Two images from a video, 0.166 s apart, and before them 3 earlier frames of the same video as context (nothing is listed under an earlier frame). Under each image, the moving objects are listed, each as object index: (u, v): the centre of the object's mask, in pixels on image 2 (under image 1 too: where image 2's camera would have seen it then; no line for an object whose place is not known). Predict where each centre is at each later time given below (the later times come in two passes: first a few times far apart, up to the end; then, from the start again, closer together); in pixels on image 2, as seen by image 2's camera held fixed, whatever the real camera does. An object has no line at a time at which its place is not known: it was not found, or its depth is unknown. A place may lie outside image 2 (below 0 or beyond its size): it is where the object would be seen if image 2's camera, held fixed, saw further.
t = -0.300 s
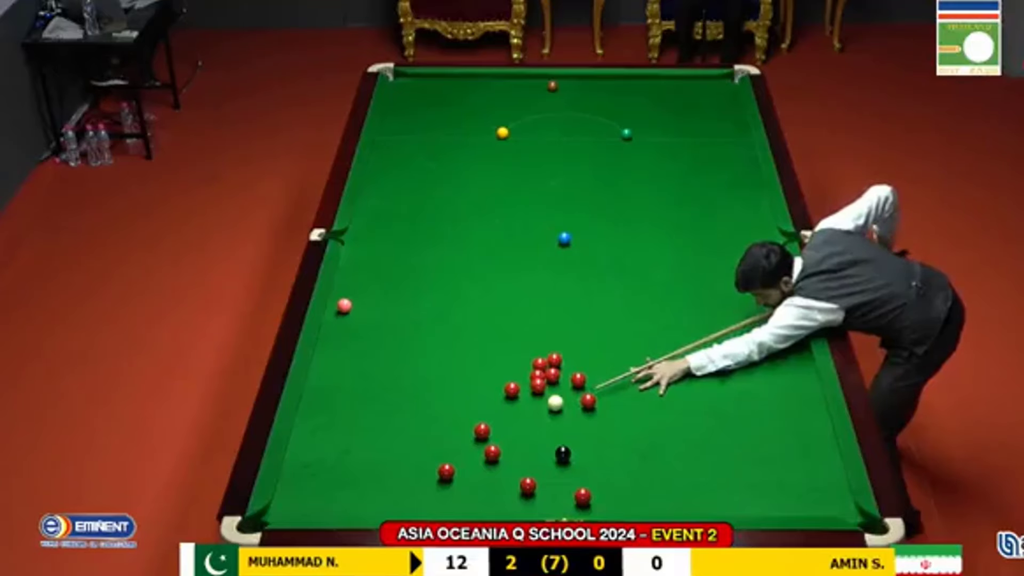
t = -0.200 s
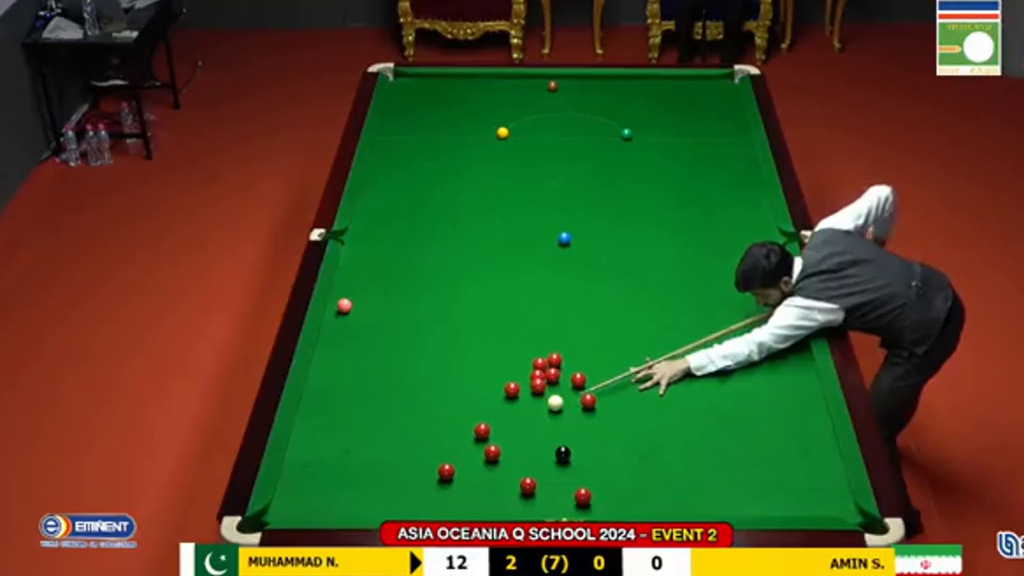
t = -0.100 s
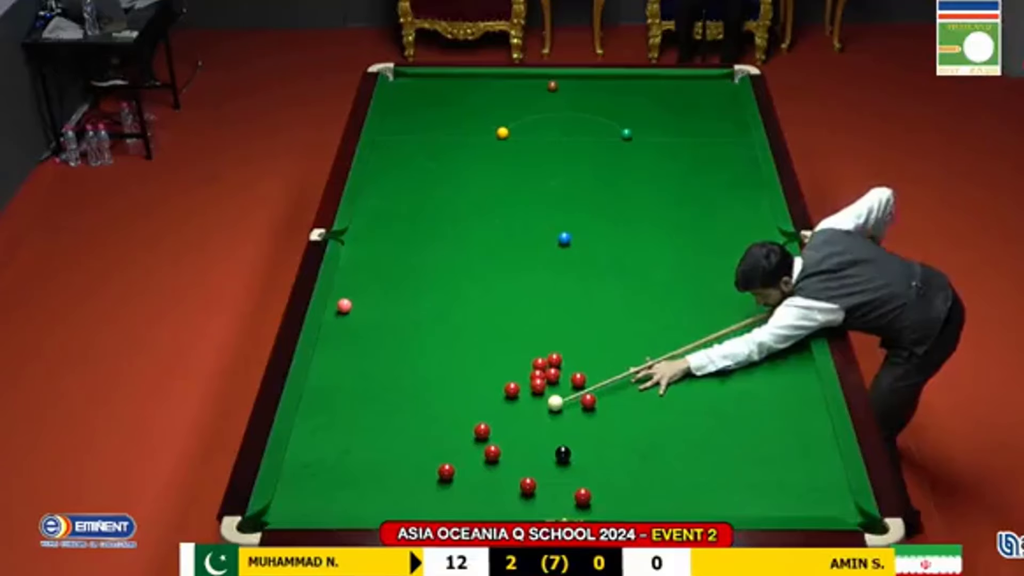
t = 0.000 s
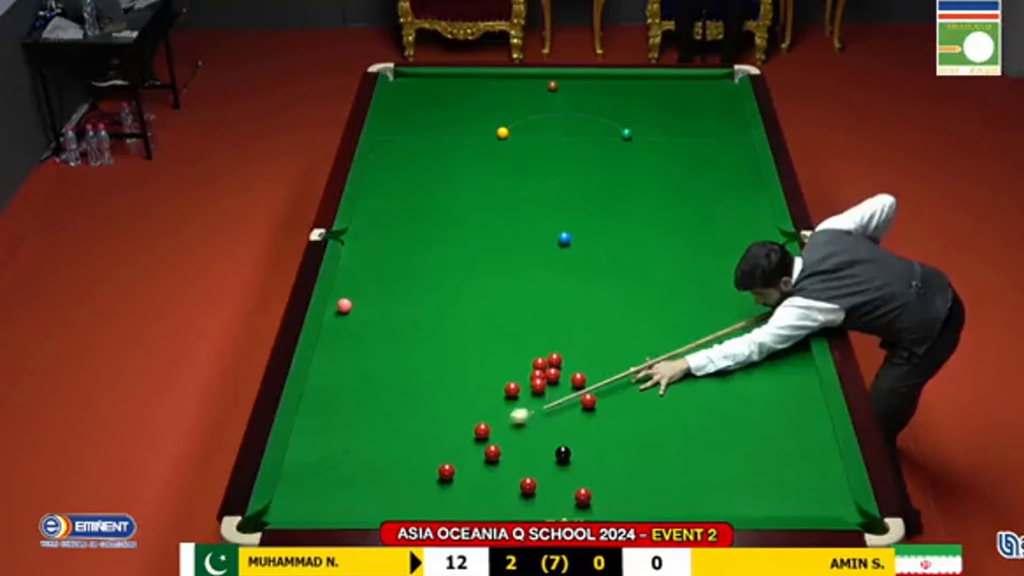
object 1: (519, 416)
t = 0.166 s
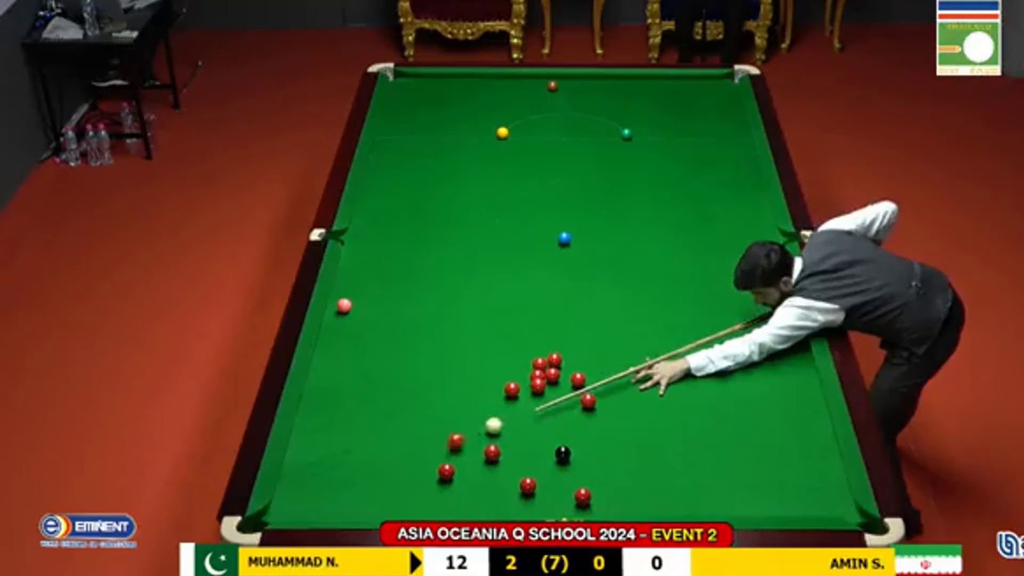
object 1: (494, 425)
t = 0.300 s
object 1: (491, 426)
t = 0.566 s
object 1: (488, 427)
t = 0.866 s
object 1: (486, 427)
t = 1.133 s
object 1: (485, 428)
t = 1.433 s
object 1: (485, 428)
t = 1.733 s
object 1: (485, 428)
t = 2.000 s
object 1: (485, 428)
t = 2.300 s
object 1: (485, 428)
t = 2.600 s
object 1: (485, 428)
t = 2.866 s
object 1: (485, 428)
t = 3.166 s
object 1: (485, 428)
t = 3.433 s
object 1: (485, 428)
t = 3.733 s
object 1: (485, 428)
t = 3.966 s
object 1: (484, 428)
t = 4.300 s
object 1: (485, 428)
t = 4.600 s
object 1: (485, 428)
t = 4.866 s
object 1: (485, 428)
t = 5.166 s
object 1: (485, 428)
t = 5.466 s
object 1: (485, 428)
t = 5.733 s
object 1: (485, 428)
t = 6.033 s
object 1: (485, 428)
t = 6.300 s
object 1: (485, 428)
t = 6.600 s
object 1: (485, 428)
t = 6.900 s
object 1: (485, 428)
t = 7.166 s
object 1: (485, 428)
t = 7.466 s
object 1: (485, 428)
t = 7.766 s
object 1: (485, 428)
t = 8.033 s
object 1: (485, 428)
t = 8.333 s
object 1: (485, 428)
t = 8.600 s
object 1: (485, 428)
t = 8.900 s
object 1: (485, 428)
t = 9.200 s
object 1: (485, 428)
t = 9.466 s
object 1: (485, 428)
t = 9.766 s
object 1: (485, 428)
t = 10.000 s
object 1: (485, 428)
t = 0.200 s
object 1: (493, 425)
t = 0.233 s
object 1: (492, 426)
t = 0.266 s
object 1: (492, 426)
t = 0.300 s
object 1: (491, 426)
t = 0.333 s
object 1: (490, 426)
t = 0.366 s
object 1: (490, 426)
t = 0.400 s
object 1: (490, 426)
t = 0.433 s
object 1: (489, 426)
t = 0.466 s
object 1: (489, 426)
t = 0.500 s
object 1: (488, 427)
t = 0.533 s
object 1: (488, 427)
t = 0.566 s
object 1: (488, 427)
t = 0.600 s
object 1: (487, 427)
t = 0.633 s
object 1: (487, 427)
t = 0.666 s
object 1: (487, 427)
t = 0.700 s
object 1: (486, 427)
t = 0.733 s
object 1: (486, 427)
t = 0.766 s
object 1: (486, 427)
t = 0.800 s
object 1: (486, 427)
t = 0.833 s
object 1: (486, 427)
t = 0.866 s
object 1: (486, 427)
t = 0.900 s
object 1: (486, 427)
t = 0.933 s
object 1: (486, 428)
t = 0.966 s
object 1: (485, 428)
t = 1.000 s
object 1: (485, 428)
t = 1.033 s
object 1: (485, 428)
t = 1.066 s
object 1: (485, 428)
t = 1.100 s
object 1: (485, 428)
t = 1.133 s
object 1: (485, 428)
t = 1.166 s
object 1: (485, 427)
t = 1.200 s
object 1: (485, 428)
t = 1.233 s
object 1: (485, 428)
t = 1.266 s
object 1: (485, 428)
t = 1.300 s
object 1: (485, 428)
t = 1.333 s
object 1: (485, 428)
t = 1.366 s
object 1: (485, 428)
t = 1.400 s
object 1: (485, 428)
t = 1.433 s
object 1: (485, 428)
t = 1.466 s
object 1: (485, 428)
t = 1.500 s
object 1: (485, 428)
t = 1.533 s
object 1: (485, 428)
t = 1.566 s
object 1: (485, 428)
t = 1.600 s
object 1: (485, 428)
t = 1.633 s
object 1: (485, 428)
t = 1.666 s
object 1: (485, 428)
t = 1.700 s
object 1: (485, 428)
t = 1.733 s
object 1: (485, 428)
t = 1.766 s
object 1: (485, 428)
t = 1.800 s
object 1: (485, 428)
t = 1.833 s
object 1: (485, 428)
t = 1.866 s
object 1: (485, 428)
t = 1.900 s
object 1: (485, 428)
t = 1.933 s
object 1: (485, 428)
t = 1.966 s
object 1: (485, 428)
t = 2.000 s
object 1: (485, 428)
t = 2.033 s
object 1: (485, 428)
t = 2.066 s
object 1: (485, 428)
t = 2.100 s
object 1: (485, 428)
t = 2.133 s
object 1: (485, 428)
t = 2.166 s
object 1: (485, 428)
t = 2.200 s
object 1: (485, 428)
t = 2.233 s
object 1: (485, 428)
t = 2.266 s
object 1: (485, 428)
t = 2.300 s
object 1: (485, 428)
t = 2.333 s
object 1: (485, 428)
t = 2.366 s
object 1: (485, 428)
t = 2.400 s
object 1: (485, 428)
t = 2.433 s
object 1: (485, 428)
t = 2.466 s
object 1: (485, 428)
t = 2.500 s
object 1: (485, 428)
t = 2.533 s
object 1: (485, 428)
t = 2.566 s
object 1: (485, 428)
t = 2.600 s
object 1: (485, 428)
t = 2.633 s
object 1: (485, 428)
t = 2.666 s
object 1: (485, 428)
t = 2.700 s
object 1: (485, 428)
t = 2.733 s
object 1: (485, 428)
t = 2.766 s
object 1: (485, 428)
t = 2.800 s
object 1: (485, 428)
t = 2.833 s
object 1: (485, 428)
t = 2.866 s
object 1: (485, 428)
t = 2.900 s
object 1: (485, 428)
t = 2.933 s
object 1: (485, 428)
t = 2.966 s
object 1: (485, 428)
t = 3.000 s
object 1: (485, 428)
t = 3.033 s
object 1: (485, 428)
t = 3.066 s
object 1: (485, 428)
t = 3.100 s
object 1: (485, 428)
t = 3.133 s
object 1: (485, 428)
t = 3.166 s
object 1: (485, 428)
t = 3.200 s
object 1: (485, 428)
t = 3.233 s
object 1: (485, 428)
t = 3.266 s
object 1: (485, 428)
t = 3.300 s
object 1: (485, 428)
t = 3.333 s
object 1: (485, 428)
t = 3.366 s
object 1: (485, 428)
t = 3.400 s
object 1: (485, 428)
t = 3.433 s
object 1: (485, 428)
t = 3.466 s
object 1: (485, 428)
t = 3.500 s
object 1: (485, 428)
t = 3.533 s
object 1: (485, 428)
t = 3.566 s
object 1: (485, 428)
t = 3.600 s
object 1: (485, 428)
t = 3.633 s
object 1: (485, 428)
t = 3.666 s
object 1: (485, 428)
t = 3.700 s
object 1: (485, 428)
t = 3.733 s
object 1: (485, 428)
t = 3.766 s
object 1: (485, 428)
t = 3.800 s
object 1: (485, 428)
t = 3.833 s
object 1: (485, 428)
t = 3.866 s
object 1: (485, 428)
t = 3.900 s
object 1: (485, 428)
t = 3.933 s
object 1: (485, 428)
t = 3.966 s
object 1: (484, 428)
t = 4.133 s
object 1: (488, 427)
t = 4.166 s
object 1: (485, 428)
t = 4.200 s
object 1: (485, 428)
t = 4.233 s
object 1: (485, 428)
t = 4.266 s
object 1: (485, 428)
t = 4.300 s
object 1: (485, 428)
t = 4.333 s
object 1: (485, 428)
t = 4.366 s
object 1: (485, 428)
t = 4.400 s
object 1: (485, 428)
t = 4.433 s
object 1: (485, 428)
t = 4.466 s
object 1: (485, 428)
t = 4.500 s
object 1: (485, 428)
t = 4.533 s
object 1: (485, 428)
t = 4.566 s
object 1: (485, 428)
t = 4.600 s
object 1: (485, 428)
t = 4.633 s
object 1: (485, 428)
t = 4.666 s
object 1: (485, 428)
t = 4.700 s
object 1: (485, 428)
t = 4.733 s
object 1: (485, 428)
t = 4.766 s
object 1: (485, 428)
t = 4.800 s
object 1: (485, 428)
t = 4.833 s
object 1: (485, 428)
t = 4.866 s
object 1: (485, 428)
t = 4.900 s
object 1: (485, 428)
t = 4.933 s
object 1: (485, 428)
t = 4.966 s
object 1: (485, 428)
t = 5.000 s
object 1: (485, 428)
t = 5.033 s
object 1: (485, 428)
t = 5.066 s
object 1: (485, 428)
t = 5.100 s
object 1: (485, 428)
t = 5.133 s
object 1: (485, 428)
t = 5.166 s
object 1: (485, 428)
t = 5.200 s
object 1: (485, 428)
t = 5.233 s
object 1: (485, 428)
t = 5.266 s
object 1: (485, 428)
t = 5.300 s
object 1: (485, 428)
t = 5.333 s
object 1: (485, 428)
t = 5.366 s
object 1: (485, 428)
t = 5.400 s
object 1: (485, 428)
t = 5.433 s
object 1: (485, 428)
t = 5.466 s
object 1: (485, 428)
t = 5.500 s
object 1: (485, 428)
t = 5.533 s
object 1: (485, 428)
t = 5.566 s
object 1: (485, 428)
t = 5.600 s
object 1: (485, 428)
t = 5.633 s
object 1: (485, 428)
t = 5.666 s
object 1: (485, 428)
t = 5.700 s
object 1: (485, 428)
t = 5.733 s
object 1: (485, 428)
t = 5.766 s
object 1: (485, 428)
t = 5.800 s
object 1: (485, 428)
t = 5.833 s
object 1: (485, 428)
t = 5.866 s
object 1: (485, 428)
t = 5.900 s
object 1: (485, 428)
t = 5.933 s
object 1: (485, 428)
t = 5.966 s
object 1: (485, 428)
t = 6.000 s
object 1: (485, 428)
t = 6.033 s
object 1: (485, 428)
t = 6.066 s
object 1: (485, 428)
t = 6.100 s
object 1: (485, 428)
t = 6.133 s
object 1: (485, 428)
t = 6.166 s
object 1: (485, 428)
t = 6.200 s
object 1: (485, 428)
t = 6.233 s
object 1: (485, 428)
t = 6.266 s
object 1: (485, 428)
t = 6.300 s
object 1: (485, 428)
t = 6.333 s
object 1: (485, 428)
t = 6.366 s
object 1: (485, 428)
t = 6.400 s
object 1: (485, 428)
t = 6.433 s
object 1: (485, 428)
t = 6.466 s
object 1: (485, 428)
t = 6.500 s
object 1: (485, 428)
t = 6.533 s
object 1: (485, 428)
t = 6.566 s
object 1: (485, 428)
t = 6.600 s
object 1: (485, 428)
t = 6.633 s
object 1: (485, 428)
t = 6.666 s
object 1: (485, 428)
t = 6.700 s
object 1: (485, 428)
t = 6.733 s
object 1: (485, 428)
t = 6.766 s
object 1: (485, 428)
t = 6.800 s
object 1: (485, 428)
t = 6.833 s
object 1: (485, 428)
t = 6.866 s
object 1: (485, 428)
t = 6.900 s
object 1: (485, 428)
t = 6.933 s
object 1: (485, 428)
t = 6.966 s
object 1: (485, 428)
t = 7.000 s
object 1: (485, 428)
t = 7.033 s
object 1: (485, 428)
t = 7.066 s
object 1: (485, 428)
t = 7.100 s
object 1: (485, 428)
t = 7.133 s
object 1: (485, 428)
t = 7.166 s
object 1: (485, 428)
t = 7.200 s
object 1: (485, 428)
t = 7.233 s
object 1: (485, 428)
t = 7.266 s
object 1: (485, 428)
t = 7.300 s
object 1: (485, 428)
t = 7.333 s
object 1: (485, 428)
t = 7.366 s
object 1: (485, 428)
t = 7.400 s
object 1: (485, 428)
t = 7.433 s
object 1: (485, 428)
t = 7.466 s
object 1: (485, 428)
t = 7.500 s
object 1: (485, 428)
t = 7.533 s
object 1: (485, 428)
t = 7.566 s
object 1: (485, 428)
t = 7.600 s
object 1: (485, 428)
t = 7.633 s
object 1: (485, 428)
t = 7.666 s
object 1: (485, 428)
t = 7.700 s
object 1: (485, 428)
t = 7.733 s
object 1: (485, 428)
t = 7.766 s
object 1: (485, 428)
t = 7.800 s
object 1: (485, 428)
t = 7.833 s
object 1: (485, 428)
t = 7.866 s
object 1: (485, 428)
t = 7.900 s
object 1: (485, 428)
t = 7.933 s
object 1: (485, 428)
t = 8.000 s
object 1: (485, 428)
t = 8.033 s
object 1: (485, 428)
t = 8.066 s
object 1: (485, 428)
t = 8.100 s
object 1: (485, 428)
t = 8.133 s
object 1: (485, 428)
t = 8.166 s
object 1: (485, 428)
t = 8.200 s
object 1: (485, 428)
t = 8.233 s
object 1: (485, 428)
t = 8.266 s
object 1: (485, 428)
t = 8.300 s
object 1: (485, 428)
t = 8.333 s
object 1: (485, 428)
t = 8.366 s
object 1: (485, 428)
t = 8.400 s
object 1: (485, 428)
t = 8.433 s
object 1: (485, 428)
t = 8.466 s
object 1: (485, 428)
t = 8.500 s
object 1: (485, 428)
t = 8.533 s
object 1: (485, 428)
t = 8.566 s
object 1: (485, 428)
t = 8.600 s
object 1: (485, 428)
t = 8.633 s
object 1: (485, 428)
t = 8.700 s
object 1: (485, 428)
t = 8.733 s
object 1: (485, 428)
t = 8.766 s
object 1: (485, 428)
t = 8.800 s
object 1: (485, 428)
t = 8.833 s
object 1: (485, 428)
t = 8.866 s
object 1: (485, 428)
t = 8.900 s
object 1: (485, 428)
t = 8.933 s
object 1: (485, 428)
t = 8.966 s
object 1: (485, 428)
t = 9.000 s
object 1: (485, 428)
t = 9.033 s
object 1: (485, 428)
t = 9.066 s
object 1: (485, 428)
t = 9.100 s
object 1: (485, 428)
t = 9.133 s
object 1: (485, 428)
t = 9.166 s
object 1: (485, 428)
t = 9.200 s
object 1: (485, 428)
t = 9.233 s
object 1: (485, 428)
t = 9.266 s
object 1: (485, 428)
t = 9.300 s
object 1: (485, 428)
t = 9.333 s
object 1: (485, 428)
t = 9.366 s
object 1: (485, 428)
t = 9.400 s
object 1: (485, 428)
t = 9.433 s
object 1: (485, 428)
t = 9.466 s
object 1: (485, 428)
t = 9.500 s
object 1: (485, 428)
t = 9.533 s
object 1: (485, 428)
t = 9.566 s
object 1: (485, 428)
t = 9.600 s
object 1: (485, 428)
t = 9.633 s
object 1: (485, 428)
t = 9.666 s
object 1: (485, 428)
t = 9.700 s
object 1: (485, 428)
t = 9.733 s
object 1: (485, 428)
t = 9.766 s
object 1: (485, 428)
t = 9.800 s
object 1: (485, 428)
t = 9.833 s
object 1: (485, 428)
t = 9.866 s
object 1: (485, 428)
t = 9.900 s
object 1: (485, 428)
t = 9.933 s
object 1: (485, 428)
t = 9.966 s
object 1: (485, 428)
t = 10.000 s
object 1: (485, 428)
